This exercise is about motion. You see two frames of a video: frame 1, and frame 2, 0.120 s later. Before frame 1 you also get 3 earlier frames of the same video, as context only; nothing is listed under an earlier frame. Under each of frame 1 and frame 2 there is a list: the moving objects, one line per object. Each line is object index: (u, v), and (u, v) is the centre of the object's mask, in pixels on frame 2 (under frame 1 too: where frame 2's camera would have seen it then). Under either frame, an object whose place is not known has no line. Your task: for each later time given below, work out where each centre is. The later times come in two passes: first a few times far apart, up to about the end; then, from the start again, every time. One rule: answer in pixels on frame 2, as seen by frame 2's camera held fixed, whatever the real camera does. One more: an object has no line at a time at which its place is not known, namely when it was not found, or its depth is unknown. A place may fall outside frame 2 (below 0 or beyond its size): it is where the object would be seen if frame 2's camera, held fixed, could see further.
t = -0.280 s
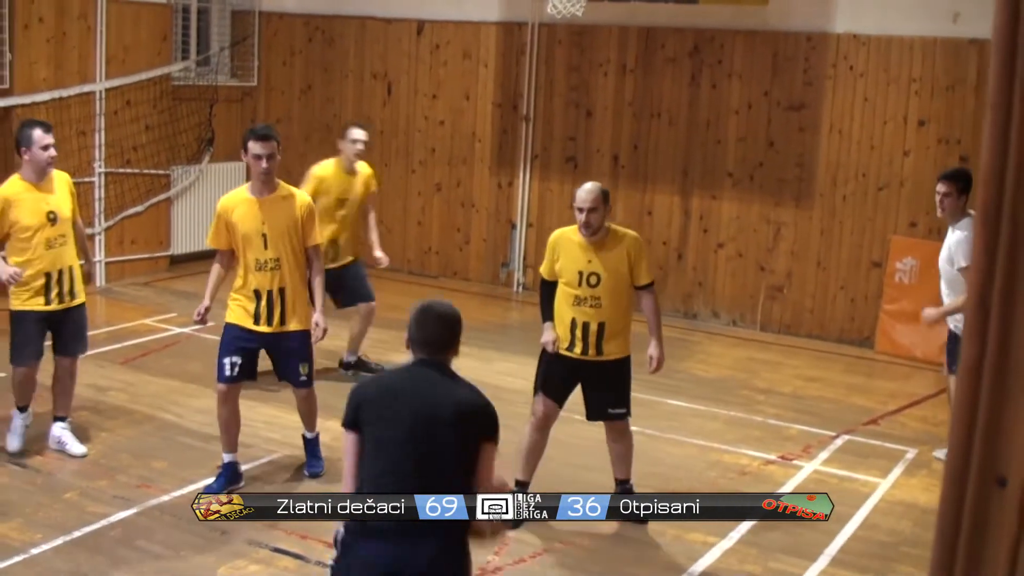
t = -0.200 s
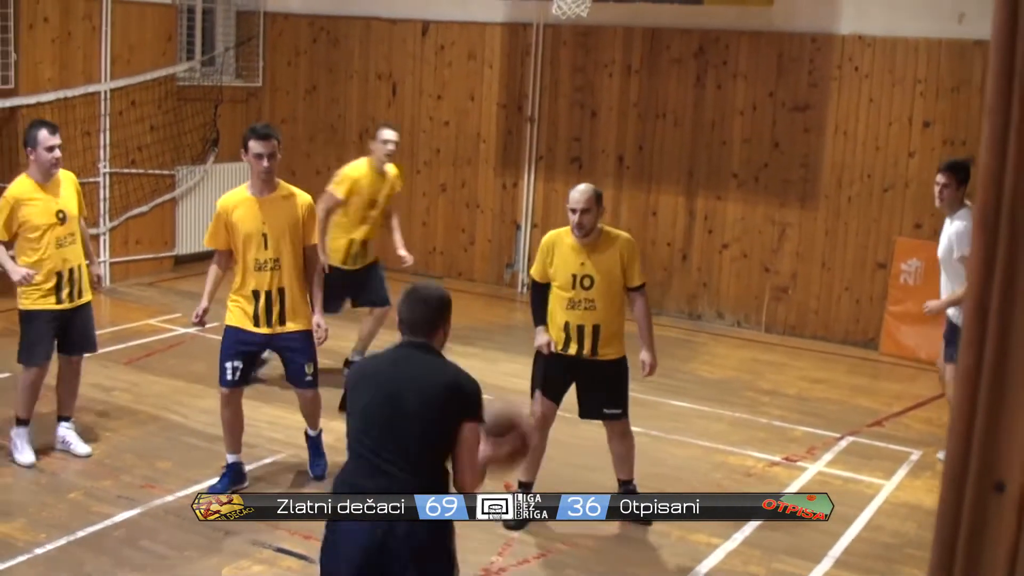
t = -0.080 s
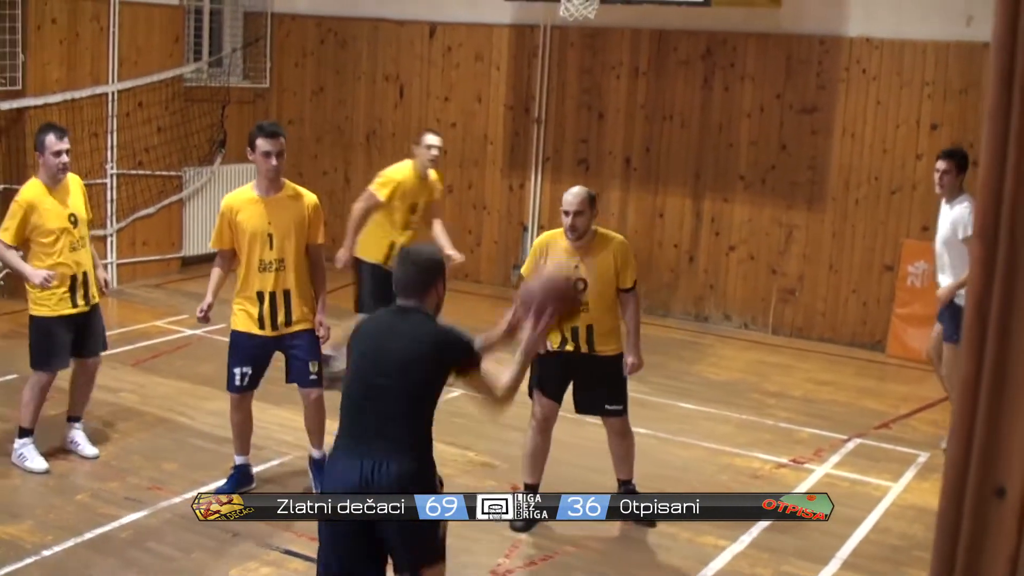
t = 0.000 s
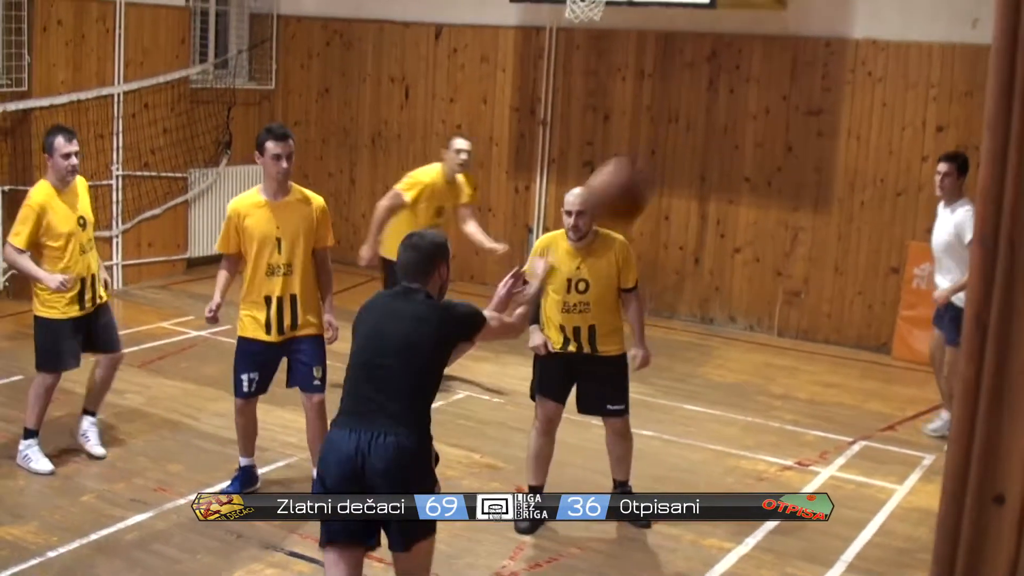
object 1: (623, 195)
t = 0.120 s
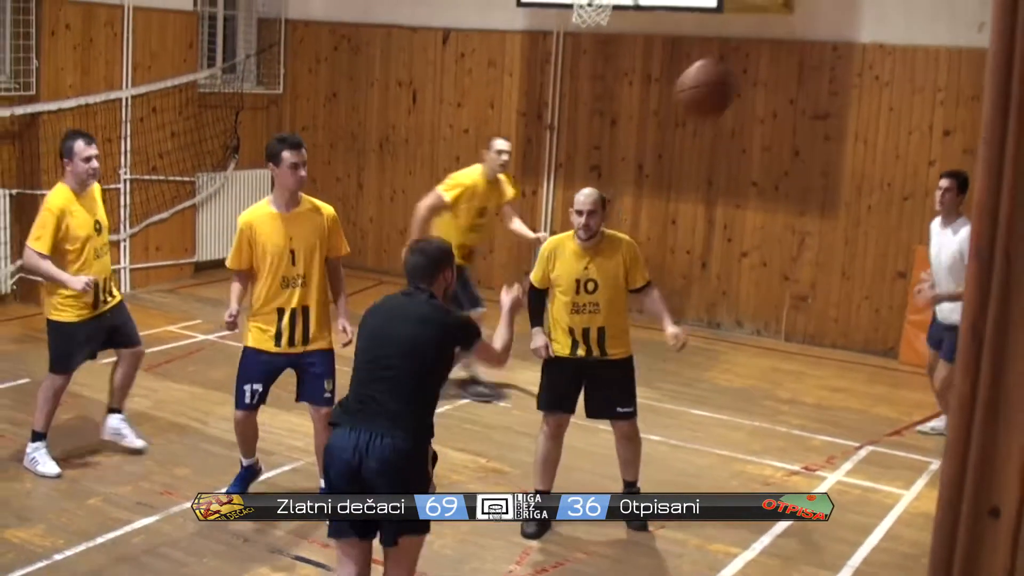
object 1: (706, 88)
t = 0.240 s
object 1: (771, 26)
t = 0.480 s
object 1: (859, 5)
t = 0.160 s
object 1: (729, 63)
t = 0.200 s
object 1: (750, 43)
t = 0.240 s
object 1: (771, 26)
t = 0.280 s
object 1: (788, 15)
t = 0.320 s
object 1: (804, 8)
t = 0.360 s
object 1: (820, 3)
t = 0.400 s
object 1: (834, 1)
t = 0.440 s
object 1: (848, 1)
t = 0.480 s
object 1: (859, 5)
